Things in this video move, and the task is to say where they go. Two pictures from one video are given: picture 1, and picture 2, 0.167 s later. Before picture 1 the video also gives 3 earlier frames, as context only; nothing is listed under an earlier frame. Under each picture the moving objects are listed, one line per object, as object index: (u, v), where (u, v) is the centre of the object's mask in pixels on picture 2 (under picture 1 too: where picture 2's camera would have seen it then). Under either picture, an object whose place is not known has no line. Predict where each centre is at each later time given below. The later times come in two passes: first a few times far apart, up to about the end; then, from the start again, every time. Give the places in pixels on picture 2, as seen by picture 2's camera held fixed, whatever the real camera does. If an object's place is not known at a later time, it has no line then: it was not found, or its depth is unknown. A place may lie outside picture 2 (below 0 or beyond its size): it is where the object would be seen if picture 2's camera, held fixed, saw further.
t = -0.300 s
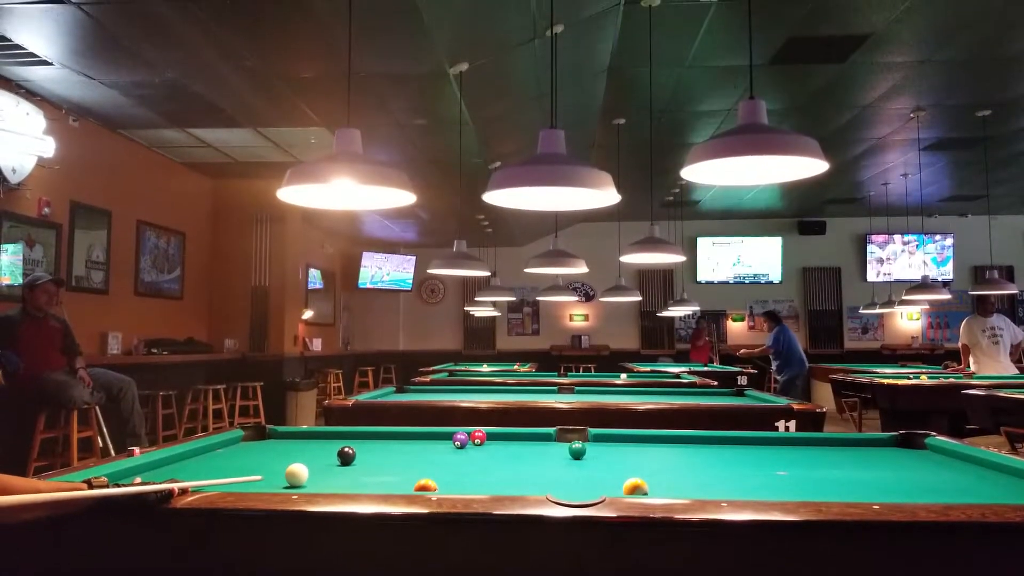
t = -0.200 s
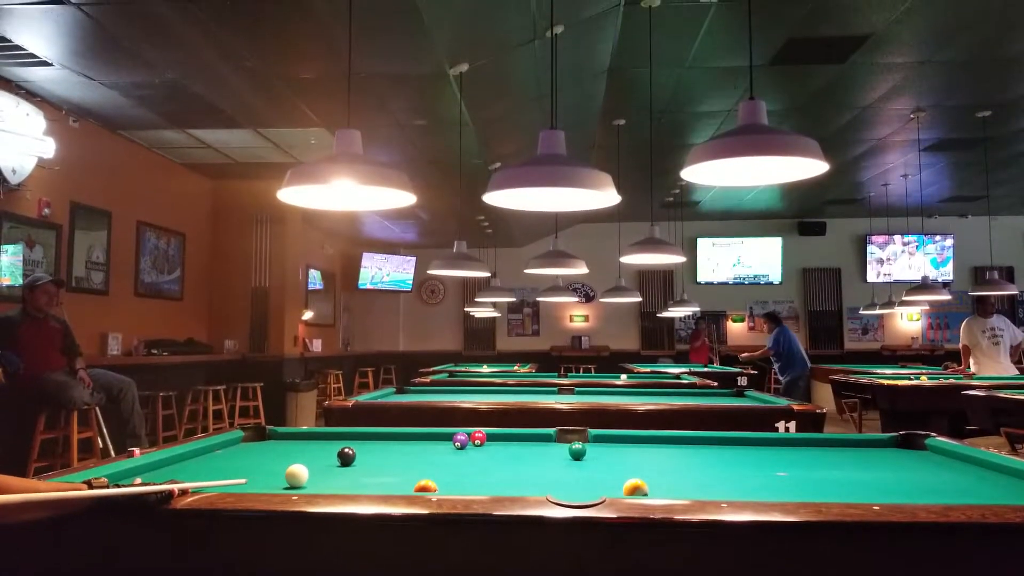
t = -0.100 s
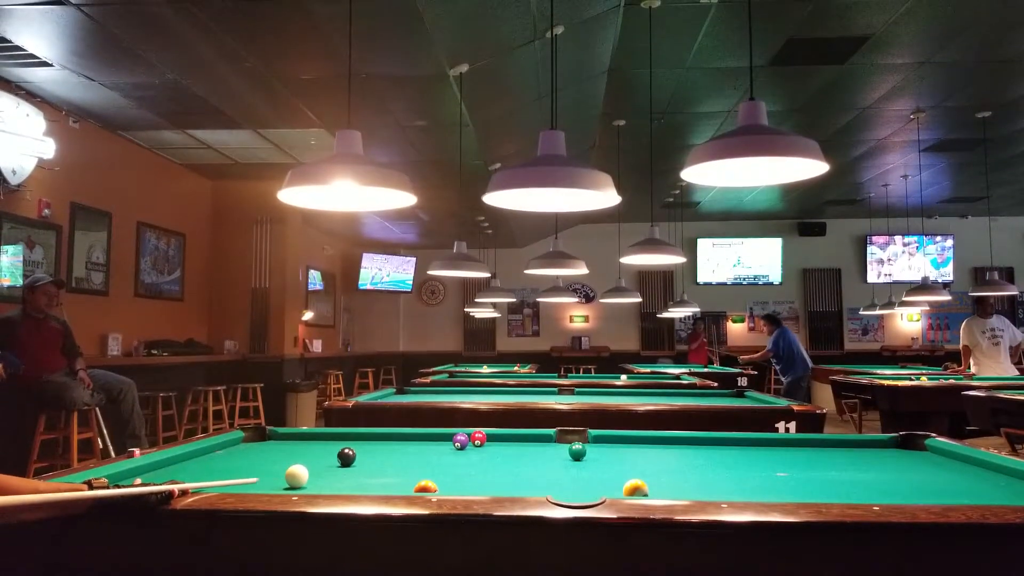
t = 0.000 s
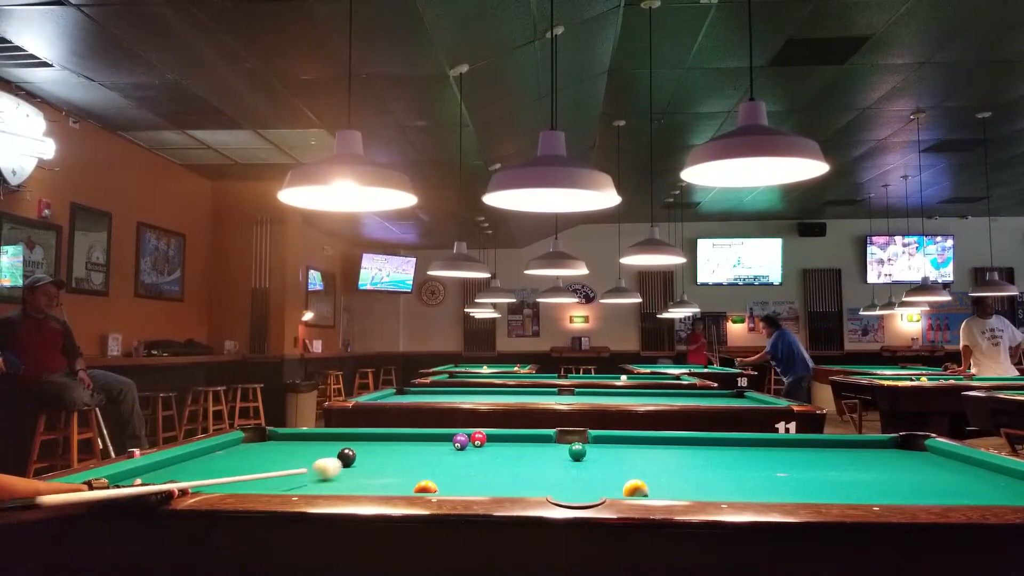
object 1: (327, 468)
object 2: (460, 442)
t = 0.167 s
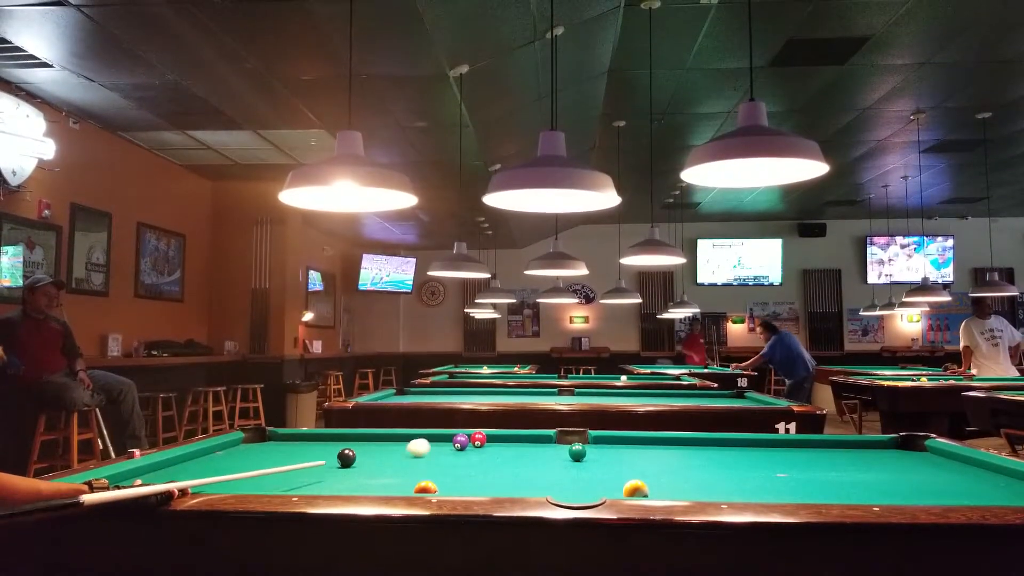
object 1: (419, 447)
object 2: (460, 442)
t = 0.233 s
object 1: (443, 441)
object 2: (461, 442)
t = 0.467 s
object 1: (429, 444)
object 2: (508, 442)
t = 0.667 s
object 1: (402, 454)
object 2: (543, 442)
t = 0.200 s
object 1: (432, 444)
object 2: (461, 442)
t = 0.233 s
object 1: (443, 441)
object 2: (461, 442)
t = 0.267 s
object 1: (447, 439)
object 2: (468, 442)
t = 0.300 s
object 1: (451, 436)
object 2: (476, 443)
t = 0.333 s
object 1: (448, 437)
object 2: (483, 442)
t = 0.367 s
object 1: (444, 439)
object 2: (489, 442)
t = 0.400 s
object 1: (439, 441)
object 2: (496, 442)
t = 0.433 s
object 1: (434, 443)
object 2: (502, 442)
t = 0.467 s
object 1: (429, 444)
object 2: (508, 442)
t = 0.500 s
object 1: (425, 446)
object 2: (514, 442)
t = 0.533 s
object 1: (420, 447)
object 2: (520, 442)
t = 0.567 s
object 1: (416, 449)
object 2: (526, 442)
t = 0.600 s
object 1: (411, 451)
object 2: (531, 442)
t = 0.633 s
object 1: (407, 452)
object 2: (537, 442)
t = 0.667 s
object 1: (402, 454)
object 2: (543, 442)
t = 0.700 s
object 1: (397, 456)
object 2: (549, 442)
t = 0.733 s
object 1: (392, 458)
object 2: (555, 442)
